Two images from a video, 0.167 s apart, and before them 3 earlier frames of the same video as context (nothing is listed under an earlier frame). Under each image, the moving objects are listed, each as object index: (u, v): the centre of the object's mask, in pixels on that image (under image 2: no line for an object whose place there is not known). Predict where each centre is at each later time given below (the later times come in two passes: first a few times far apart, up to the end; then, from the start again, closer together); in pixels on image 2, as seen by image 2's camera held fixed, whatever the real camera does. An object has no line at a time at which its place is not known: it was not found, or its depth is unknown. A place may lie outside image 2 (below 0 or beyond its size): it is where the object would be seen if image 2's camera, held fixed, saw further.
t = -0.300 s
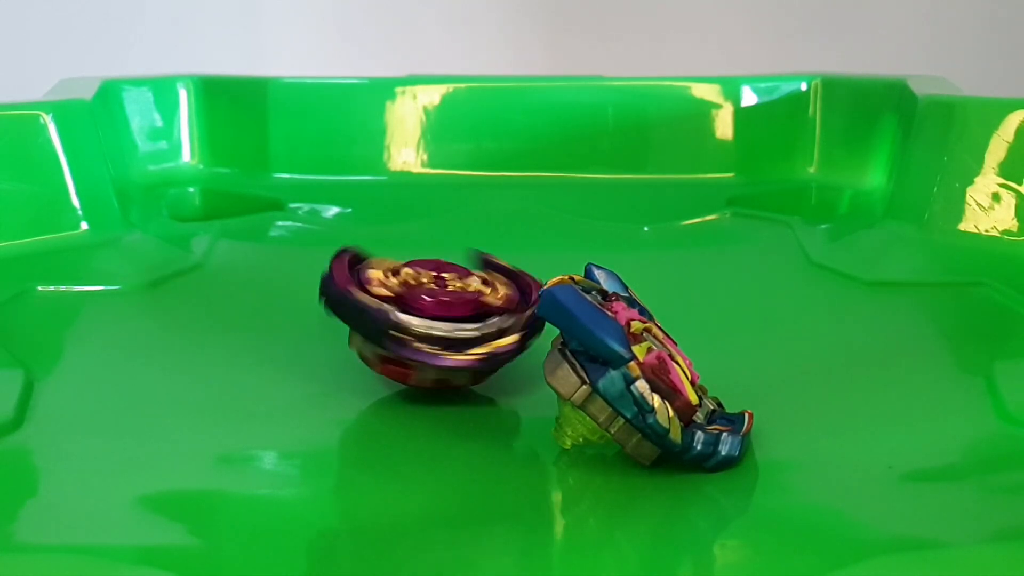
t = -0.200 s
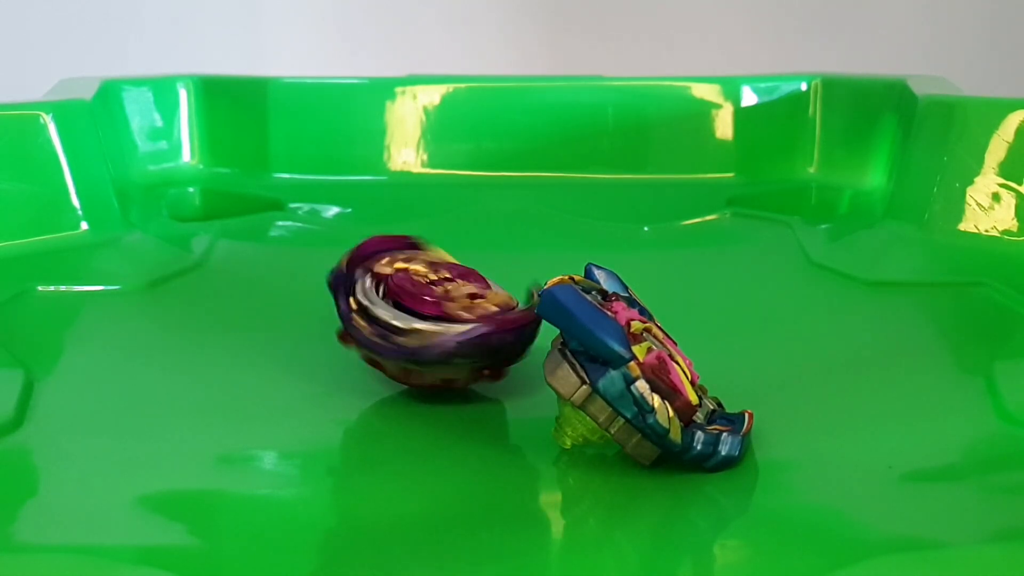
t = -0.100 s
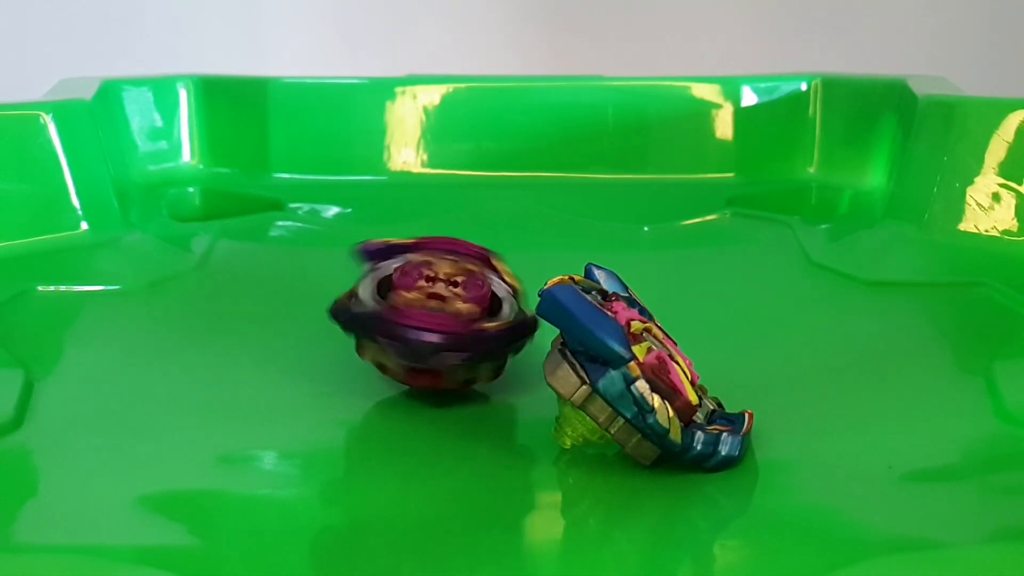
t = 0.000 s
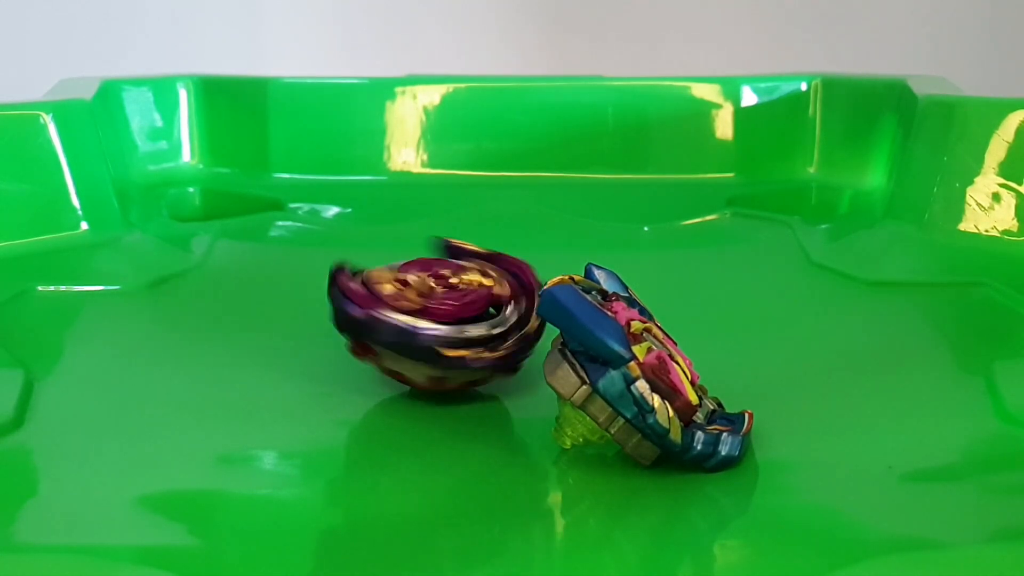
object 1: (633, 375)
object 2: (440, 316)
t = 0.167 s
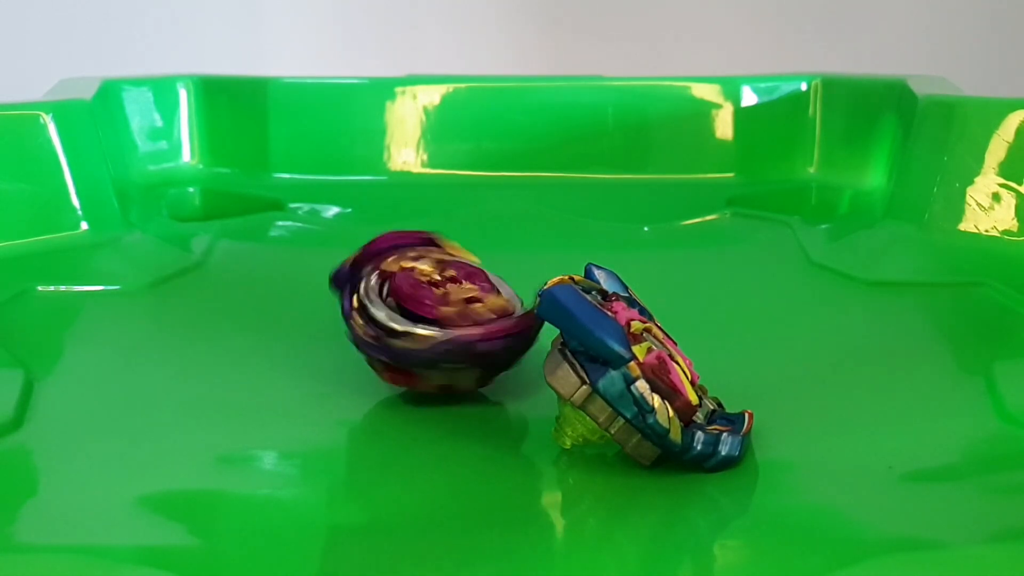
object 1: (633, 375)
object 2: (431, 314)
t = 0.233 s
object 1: (633, 375)
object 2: (437, 312)
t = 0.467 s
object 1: (633, 375)
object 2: (436, 315)
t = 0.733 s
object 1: (633, 375)
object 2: (445, 317)
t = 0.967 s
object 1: (634, 375)
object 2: (451, 313)
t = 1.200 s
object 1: (633, 375)
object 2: (443, 316)
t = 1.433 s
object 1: (633, 375)
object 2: (453, 319)
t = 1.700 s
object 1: (634, 375)
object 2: (461, 318)
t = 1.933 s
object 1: (633, 375)
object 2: (453, 319)
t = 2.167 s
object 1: (633, 375)
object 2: (458, 324)
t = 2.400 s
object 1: (636, 376)
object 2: (462, 320)
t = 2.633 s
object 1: (635, 376)
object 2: (451, 323)
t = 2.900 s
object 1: (635, 376)
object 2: (456, 324)
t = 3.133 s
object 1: (635, 376)
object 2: (460, 323)
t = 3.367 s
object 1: (634, 376)
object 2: (449, 324)
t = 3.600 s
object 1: (634, 375)
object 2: (452, 325)
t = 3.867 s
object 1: (634, 375)
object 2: (457, 324)
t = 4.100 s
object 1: (635, 376)
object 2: (447, 324)
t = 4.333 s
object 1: (635, 376)
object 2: (449, 323)
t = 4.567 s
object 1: (635, 376)
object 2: (454, 321)
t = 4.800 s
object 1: (634, 375)
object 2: (450, 321)
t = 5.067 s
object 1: (634, 375)
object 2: (455, 322)
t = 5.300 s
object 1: (642, 379)
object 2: (450, 315)
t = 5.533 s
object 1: (652, 384)
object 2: (447, 314)
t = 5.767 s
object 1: (651, 385)
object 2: (451, 311)
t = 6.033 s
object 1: (649, 384)
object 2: (447, 313)
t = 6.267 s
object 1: (649, 385)
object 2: (456, 313)
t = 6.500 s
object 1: (649, 384)
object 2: (451, 309)
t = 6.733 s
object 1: (649, 384)
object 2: (456, 314)
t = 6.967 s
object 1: (649, 384)
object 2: (455, 308)
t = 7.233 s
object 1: (644, 389)
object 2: (453, 314)
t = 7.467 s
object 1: (644, 390)
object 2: (464, 312)
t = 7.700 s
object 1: (644, 390)
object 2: (458, 319)
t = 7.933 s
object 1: (649, 384)
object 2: (468, 318)
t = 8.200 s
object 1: (650, 385)
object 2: (464, 320)
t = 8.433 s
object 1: (649, 384)
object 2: (466, 325)
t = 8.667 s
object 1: (650, 385)
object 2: (467, 327)
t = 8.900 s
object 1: (649, 384)
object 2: (466, 330)
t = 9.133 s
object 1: (650, 385)
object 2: (466, 331)
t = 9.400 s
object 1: (650, 385)
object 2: (458, 335)
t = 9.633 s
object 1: (649, 384)
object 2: (452, 336)
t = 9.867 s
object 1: (650, 384)
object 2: (452, 336)
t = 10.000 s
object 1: (644, 390)
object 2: (446, 337)
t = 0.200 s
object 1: (633, 375)
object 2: (433, 312)
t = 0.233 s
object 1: (633, 375)
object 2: (437, 312)
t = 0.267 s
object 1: (633, 375)
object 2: (440, 312)
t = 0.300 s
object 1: (633, 375)
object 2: (444, 313)
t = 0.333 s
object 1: (633, 375)
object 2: (444, 314)
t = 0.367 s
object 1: (633, 375)
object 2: (442, 315)
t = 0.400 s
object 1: (633, 375)
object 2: (439, 315)
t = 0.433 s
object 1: (634, 375)
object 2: (437, 315)
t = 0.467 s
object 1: (633, 375)
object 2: (436, 315)
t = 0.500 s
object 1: (633, 375)
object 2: (434, 314)
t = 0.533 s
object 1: (633, 375)
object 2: (435, 312)
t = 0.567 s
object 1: (633, 375)
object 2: (439, 311)
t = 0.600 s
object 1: (633, 375)
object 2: (443, 311)
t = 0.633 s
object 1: (633, 375)
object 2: (447, 312)
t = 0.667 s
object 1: (633, 375)
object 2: (448, 314)
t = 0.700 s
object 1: (633, 375)
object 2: (447, 316)
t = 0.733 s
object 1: (633, 375)
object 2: (445, 317)
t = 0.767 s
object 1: (633, 375)
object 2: (443, 317)
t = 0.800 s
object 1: (633, 375)
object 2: (442, 317)
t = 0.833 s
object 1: (633, 375)
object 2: (441, 316)
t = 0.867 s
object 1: (633, 375)
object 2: (439, 315)
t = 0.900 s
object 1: (633, 375)
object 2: (443, 313)
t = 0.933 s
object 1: (633, 375)
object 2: (446, 313)
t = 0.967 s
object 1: (634, 375)
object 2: (451, 313)
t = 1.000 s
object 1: (633, 375)
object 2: (453, 314)
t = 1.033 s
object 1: (633, 375)
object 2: (452, 315)
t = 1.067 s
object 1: (633, 375)
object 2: (450, 316)
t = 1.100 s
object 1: (633, 375)
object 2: (447, 317)
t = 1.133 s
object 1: (634, 375)
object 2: (446, 317)
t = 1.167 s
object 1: (634, 375)
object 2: (445, 317)
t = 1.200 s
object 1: (633, 375)
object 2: (443, 316)
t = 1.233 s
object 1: (633, 375)
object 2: (445, 314)
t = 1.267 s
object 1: (633, 375)
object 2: (449, 312)
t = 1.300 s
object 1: (633, 375)
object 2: (453, 312)
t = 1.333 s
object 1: (633, 375)
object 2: (456, 314)
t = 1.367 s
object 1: (633, 375)
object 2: (457, 316)
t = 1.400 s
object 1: (633, 375)
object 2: (456, 318)
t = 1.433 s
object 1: (633, 375)
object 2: (453, 319)
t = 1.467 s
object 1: (633, 375)
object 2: (451, 320)
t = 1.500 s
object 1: (633, 375)
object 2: (450, 320)
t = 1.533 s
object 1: (633, 375)
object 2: (448, 320)
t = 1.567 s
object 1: (633, 375)
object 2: (448, 319)
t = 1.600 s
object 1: (633, 375)
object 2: (451, 317)
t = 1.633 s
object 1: (634, 375)
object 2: (455, 316)
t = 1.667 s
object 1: (634, 375)
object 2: (459, 316)
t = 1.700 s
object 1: (634, 375)
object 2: (461, 318)
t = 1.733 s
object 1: (634, 375)
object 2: (460, 319)
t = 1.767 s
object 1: (634, 375)
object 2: (458, 320)
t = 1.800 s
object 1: (634, 375)
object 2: (456, 321)
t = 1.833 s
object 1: (634, 375)
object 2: (454, 322)
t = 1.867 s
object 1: (634, 375)
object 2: (452, 322)
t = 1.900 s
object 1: (633, 375)
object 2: (450, 321)
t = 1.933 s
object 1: (633, 375)
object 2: (453, 319)
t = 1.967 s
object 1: (633, 375)
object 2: (456, 318)
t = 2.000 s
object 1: (633, 375)
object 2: (461, 318)
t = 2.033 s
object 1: (633, 375)
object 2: (464, 319)
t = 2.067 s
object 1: (633, 375)
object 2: (463, 321)
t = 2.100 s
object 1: (633, 375)
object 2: (461, 322)
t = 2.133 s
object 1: (633, 375)
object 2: (459, 323)
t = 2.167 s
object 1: (633, 375)
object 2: (458, 324)
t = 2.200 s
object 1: (632, 375)
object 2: (454, 325)
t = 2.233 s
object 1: (633, 375)
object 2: (452, 325)
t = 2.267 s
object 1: (633, 375)
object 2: (451, 323)
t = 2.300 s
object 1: (634, 375)
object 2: (454, 322)
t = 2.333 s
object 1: (634, 375)
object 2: (457, 321)
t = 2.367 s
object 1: (635, 376)
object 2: (460, 321)
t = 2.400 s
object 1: (636, 376)
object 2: (462, 320)
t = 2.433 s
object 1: (636, 376)
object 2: (460, 321)
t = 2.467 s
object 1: (636, 376)
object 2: (459, 322)
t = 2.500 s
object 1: (636, 376)
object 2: (457, 322)
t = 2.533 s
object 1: (636, 376)
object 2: (456, 323)
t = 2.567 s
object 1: (636, 376)
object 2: (454, 324)
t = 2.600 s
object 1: (636, 376)
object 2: (452, 323)
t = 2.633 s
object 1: (635, 376)
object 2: (451, 323)
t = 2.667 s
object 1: (635, 376)
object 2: (455, 322)
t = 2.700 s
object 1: (635, 376)
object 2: (459, 321)
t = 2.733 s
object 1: (635, 376)
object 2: (463, 321)
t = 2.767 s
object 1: (635, 376)
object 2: (463, 322)
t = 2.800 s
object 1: (635, 376)
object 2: (461, 323)
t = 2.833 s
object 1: (635, 376)
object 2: (459, 324)
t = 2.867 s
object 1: (635, 376)
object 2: (457, 324)
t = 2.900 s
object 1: (635, 376)
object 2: (456, 324)
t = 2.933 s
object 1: (635, 376)
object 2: (454, 325)
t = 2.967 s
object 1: (635, 376)
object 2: (453, 324)
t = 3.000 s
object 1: (635, 375)
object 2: (453, 323)
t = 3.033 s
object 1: (635, 376)
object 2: (455, 323)
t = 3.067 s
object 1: (635, 376)
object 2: (458, 323)
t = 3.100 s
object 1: (635, 376)
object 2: (459, 323)
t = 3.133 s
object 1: (635, 376)
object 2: (460, 323)
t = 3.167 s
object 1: (635, 376)
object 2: (458, 324)
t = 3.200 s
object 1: (635, 376)
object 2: (456, 324)
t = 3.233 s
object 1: (635, 376)
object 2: (455, 324)
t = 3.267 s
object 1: (635, 376)
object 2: (453, 325)
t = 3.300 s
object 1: (635, 376)
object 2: (451, 326)
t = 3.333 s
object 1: (635, 376)
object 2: (449, 325)
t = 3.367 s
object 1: (634, 376)
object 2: (449, 324)
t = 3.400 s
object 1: (634, 375)
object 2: (452, 324)
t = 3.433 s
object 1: (634, 375)
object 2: (456, 324)
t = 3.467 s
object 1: (634, 375)
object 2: (459, 324)
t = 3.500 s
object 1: (634, 375)
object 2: (459, 324)
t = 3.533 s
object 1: (634, 375)
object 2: (456, 324)
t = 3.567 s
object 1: (634, 375)
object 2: (455, 325)
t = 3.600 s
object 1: (634, 375)
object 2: (452, 325)
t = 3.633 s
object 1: (634, 375)
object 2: (451, 325)
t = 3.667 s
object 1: (634, 375)
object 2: (451, 326)
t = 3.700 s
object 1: (634, 375)
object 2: (450, 325)
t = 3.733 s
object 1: (634, 375)
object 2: (450, 324)
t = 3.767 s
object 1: (634, 375)
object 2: (452, 323)
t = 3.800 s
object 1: (634, 375)
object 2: (455, 323)
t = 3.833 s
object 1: (634, 375)
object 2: (457, 324)
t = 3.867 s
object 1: (634, 375)
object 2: (457, 324)
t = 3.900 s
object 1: (634, 375)
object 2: (456, 324)
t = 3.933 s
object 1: (634, 375)
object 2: (455, 325)
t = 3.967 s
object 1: (634, 375)
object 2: (452, 325)
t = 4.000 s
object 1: (634, 375)
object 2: (451, 325)
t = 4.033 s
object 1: (634, 375)
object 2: (449, 326)
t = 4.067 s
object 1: (635, 376)
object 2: (448, 325)
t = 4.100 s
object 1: (635, 376)
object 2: (447, 324)
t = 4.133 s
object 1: (635, 376)
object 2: (450, 323)
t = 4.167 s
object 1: (635, 376)
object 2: (453, 323)
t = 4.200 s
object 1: (635, 376)
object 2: (456, 324)
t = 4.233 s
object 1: (635, 376)
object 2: (457, 324)
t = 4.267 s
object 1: (635, 376)
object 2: (455, 324)
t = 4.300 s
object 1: (635, 376)
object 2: (452, 324)
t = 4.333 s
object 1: (635, 376)
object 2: (449, 323)
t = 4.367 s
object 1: (635, 376)
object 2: (448, 323)
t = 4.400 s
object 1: (635, 376)
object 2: (448, 323)
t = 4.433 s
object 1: (635, 376)
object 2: (448, 323)
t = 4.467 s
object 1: (635, 376)
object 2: (447, 322)
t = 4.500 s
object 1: (635, 376)
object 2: (448, 321)
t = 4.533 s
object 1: (635, 376)
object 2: (452, 321)
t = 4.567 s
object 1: (635, 376)
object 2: (454, 321)
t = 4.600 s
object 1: (634, 376)
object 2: (455, 321)
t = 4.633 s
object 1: (634, 376)
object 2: (454, 321)
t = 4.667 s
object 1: (634, 376)
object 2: (453, 321)
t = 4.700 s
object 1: (634, 375)
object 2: (451, 321)
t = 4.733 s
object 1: (634, 375)
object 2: (450, 321)
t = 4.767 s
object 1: (634, 375)
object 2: (450, 322)
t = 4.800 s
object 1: (634, 375)
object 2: (450, 321)
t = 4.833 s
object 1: (634, 375)
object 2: (448, 320)
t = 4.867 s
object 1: (634, 375)
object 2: (449, 319)
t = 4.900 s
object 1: (634, 375)
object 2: (453, 319)
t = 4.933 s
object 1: (634, 375)
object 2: (457, 320)
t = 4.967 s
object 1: (634, 375)
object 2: (459, 321)
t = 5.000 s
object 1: (634, 375)
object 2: (459, 322)
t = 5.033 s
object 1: (634, 375)
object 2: (457, 322)
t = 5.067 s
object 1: (634, 375)
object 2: (455, 322)
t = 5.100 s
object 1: (634, 375)
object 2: (452, 322)
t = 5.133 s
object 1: (634, 375)
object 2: (450, 322)
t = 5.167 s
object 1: (634, 375)
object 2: (450, 321)
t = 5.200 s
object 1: (637, 376)
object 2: (449, 319)
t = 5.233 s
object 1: (638, 377)
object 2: (447, 317)
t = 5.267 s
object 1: (640, 378)
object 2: (448, 316)
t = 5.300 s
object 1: (642, 379)
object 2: (450, 315)
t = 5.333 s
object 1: (646, 380)
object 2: (454, 315)
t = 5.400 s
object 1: (647, 381)
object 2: (454, 315)
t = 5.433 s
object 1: (649, 382)
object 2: (452, 315)
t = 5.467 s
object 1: (650, 383)
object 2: (451, 315)
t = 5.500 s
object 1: (651, 383)
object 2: (448, 314)
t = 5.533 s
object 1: (652, 384)
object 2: (447, 314)
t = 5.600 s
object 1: (652, 384)
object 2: (445, 314)
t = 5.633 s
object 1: (652, 384)
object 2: (443, 312)
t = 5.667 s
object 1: (652, 385)
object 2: (443, 310)
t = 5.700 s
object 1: (652, 385)
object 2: (446, 310)
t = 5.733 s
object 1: (652, 385)
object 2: (448, 310)
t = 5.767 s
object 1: (651, 385)
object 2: (451, 311)
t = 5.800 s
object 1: (651, 385)
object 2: (455, 313)
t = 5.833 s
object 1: (651, 385)
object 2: (456, 314)
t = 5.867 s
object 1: (651, 385)
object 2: (454, 315)
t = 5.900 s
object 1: (651, 385)
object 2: (453, 315)
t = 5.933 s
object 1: (651, 385)
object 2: (451, 314)
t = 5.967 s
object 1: (650, 385)
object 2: (450, 314)
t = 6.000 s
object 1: (650, 384)
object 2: (449, 314)
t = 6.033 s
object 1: (649, 384)
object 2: (447, 313)
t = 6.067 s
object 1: (649, 384)
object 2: (446, 311)
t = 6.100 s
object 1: (649, 384)
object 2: (448, 309)
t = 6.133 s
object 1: (649, 384)
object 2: (450, 309)
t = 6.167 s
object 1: (649, 384)
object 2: (452, 309)
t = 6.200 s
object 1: (649, 384)
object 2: (455, 310)
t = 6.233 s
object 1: (649, 384)
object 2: (457, 312)
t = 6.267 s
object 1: (649, 385)
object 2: (456, 313)
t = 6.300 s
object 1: (649, 384)
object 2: (455, 314)
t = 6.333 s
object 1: (649, 384)
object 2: (453, 314)
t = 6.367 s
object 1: (649, 384)
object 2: (451, 313)
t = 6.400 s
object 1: (649, 384)
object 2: (450, 312)
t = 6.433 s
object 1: (649, 384)
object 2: (449, 313)
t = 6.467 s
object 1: (649, 384)
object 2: (449, 311)
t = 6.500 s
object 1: (649, 384)
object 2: (451, 309)
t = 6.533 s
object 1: (649, 384)
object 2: (453, 308)
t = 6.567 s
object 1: (649, 384)
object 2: (455, 306)
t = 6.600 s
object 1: (649, 384)
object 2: (458, 308)
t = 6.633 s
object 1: (649, 384)
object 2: (459, 310)
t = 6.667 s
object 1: (644, 389)
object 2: (459, 311)
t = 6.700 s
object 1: (644, 390)
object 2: (458, 313)
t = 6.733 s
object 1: (649, 384)
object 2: (456, 314)
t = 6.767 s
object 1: (649, 384)
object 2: (454, 313)
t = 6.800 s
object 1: (649, 384)
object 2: (452, 313)
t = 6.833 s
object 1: (649, 384)
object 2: (451, 313)
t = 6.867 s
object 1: (644, 390)
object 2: (450, 312)
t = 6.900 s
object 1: (644, 389)
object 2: (450, 311)
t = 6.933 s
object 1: (649, 384)
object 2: (452, 309)
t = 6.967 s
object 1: (649, 384)
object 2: (455, 308)
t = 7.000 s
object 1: (649, 384)
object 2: (458, 309)
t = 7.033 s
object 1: (644, 389)
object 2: (460, 311)
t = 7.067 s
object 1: (644, 389)
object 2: (460, 312)
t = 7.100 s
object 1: (649, 384)
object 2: (459, 314)
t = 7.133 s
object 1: (649, 384)
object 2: (458, 315)
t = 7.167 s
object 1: (649, 384)
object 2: (456, 314)
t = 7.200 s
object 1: (644, 389)
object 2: (453, 314)
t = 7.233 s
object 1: (644, 389)
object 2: (453, 314)
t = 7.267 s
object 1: (644, 389)
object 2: (453, 313)
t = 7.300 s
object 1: (644, 390)
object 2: (454, 311)
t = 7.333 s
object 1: (649, 384)
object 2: (455, 310)
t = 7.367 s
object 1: (649, 384)
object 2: (457, 309)
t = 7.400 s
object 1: (649, 384)
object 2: (461, 309)
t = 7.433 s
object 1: (644, 390)
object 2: (463, 311)
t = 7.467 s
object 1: (644, 390)
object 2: (464, 312)
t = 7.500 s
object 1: (650, 385)
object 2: (464, 314)
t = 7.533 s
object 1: (649, 384)
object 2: (464, 315)
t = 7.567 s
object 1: (649, 384)
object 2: (463, 316)
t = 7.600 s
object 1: (649, 384)
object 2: (462, 317)
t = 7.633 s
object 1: (649, 384)
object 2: (460, 318)
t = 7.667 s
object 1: (650, 384)
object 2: (459, 319)
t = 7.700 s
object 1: (644, 390)
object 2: (458, 319)
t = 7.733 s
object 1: (649, 384)
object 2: (459, 318)
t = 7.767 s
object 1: (649, 384)
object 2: (461, 316)
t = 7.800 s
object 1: (649, 384)
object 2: (464, 316)
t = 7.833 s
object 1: (649, 384)
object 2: (467, 315)
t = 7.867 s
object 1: (649, 384)
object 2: (469, 315)
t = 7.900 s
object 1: (644, 390)
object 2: (469, 316)
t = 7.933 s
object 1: (649, 384)
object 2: (468, 318)
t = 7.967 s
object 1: (649, 384)
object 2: (467, 319)
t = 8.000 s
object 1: (649, 384)
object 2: (466, 320)
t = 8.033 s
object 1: (649, 384)
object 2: (464, 322)
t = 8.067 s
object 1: (649, 384)
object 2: (462, 323)
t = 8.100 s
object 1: (649, 384)
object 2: (461, 323)
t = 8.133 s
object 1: (650, 385)
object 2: (461, 321)
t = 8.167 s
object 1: (650, 384)
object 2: (462, 320)
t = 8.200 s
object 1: (650, 385)
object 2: (464, 320)
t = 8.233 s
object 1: (649, 384)
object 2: (468, 318)
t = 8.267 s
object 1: (650, 385)
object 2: (471, 318)
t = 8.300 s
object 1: (649, 384)
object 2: (471, 320)
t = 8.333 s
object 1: (650, 384)
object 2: (470, 322)
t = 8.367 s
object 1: (650, 385)
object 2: (468, 323)
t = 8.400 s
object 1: (649, 384)
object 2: (466, 324)
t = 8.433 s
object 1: (649, 384)
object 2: (466, 325)
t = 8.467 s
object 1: (649, 384)
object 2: (465, 326)
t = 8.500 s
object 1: (649, 384)
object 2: (463, 328)
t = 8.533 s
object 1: (649, 384)
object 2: (461, 328)
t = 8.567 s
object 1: (649, 384)
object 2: (462, 327)
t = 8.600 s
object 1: (650, 385)
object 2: (463, 326)
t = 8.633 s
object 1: (649, 384)
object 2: (465, 327)
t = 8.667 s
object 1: (650, 385)
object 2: (467, 327)
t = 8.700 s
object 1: (650, 384)
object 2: (469, 326)
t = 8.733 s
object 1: (650, 384)
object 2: (470, 326)
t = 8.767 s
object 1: (650, 384)
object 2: (469, 327)
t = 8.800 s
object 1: (649, 384)
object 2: (469, 327)
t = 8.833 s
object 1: (650, 384)
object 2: (468, 327)
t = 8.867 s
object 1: (650, 384)
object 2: (468, 328)
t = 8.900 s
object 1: (649, 384)
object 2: (466, 330)
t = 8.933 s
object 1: (645, 390)
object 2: (464, 332)
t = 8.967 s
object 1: (650, 385)
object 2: (462, 332)
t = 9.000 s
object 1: (650, 384)
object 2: (463, 332)
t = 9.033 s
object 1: (649, 384)
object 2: (464, 331)
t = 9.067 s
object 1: (650, 384)
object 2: (466, 331)
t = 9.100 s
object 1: (650, 384)
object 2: (466, 332)
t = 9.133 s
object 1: (650, 385)
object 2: (466, 331)
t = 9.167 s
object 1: (650, 385)
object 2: (466, 331)
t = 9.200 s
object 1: (650, 385)
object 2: (465, 331)
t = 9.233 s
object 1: (650, 385)
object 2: (463, 332)
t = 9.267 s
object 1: (649, 384)
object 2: (461, 333)
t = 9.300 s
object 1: (650, 385)
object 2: (461, 333)
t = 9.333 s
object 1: (650, 385)
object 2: (460, 335)
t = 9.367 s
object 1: (650, 385)
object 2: (460, 335)
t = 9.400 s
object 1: (650, 385)
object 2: (458, 335)
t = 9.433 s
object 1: (650, 385)
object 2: (459, 335)
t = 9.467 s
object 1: (650, 384)
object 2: (460, 335)
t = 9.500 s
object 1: (649, 384)
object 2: (458, 337)
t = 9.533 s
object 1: (649, 384)
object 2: (455, 338)
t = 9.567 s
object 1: (650, 385)
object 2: (453, 338)
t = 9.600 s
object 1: (649, 384)
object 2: (453, 337)
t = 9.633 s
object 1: (649, 384)
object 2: (452, 336)
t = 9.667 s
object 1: (649, 384)
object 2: (453, 336)
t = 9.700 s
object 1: (649, 384)
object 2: (452, 337)
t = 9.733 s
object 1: (650, 384)
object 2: (453, 337)
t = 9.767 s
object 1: (650, 384)
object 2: (454, 337)
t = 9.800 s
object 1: (650, 384)
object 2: (453, 337)
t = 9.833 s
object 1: (650, 384)
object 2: (451, 337)
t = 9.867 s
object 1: (650, 384)
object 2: (452, 336)
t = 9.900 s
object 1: (650, 384)
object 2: (453, 336)
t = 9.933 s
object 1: (649, 384)
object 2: (452, 336)
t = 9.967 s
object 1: (649, 384)
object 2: (449, 336)
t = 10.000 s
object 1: (644, 390)
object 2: (446, 337)
